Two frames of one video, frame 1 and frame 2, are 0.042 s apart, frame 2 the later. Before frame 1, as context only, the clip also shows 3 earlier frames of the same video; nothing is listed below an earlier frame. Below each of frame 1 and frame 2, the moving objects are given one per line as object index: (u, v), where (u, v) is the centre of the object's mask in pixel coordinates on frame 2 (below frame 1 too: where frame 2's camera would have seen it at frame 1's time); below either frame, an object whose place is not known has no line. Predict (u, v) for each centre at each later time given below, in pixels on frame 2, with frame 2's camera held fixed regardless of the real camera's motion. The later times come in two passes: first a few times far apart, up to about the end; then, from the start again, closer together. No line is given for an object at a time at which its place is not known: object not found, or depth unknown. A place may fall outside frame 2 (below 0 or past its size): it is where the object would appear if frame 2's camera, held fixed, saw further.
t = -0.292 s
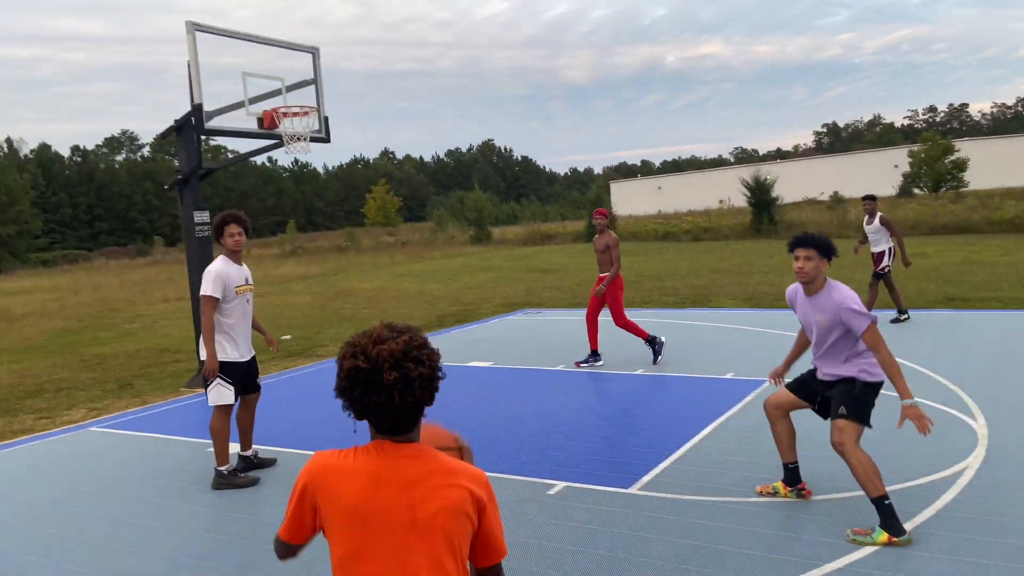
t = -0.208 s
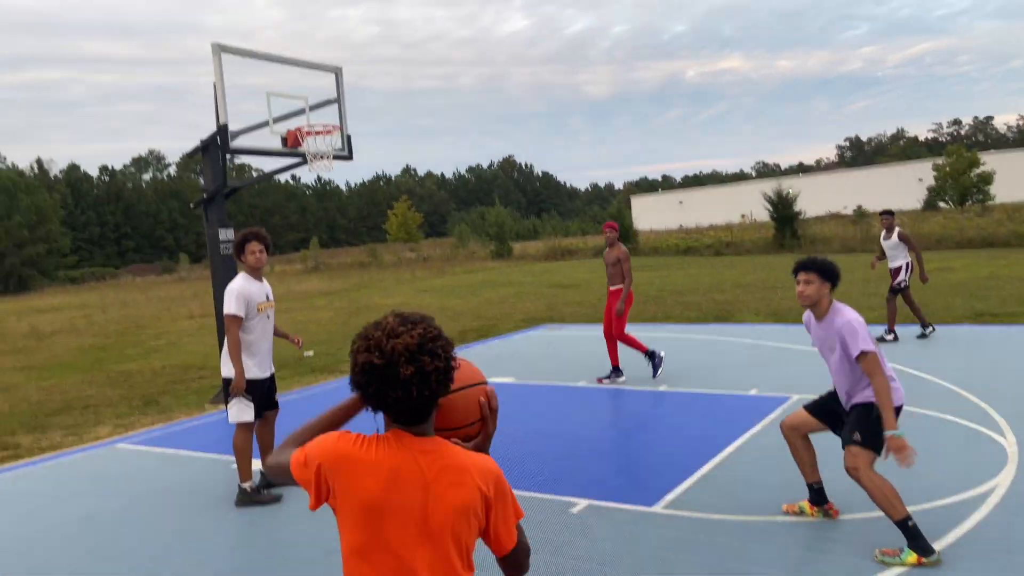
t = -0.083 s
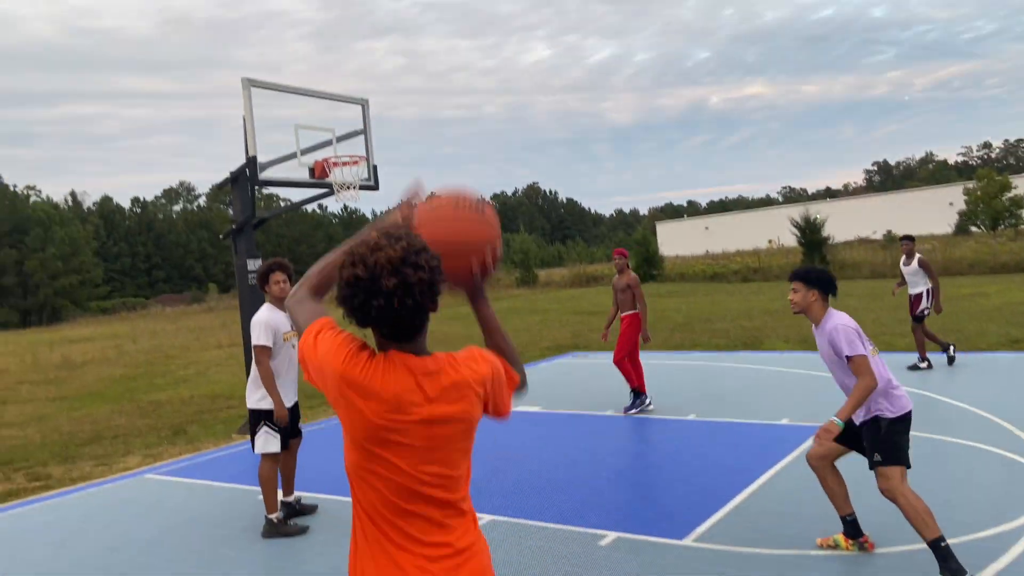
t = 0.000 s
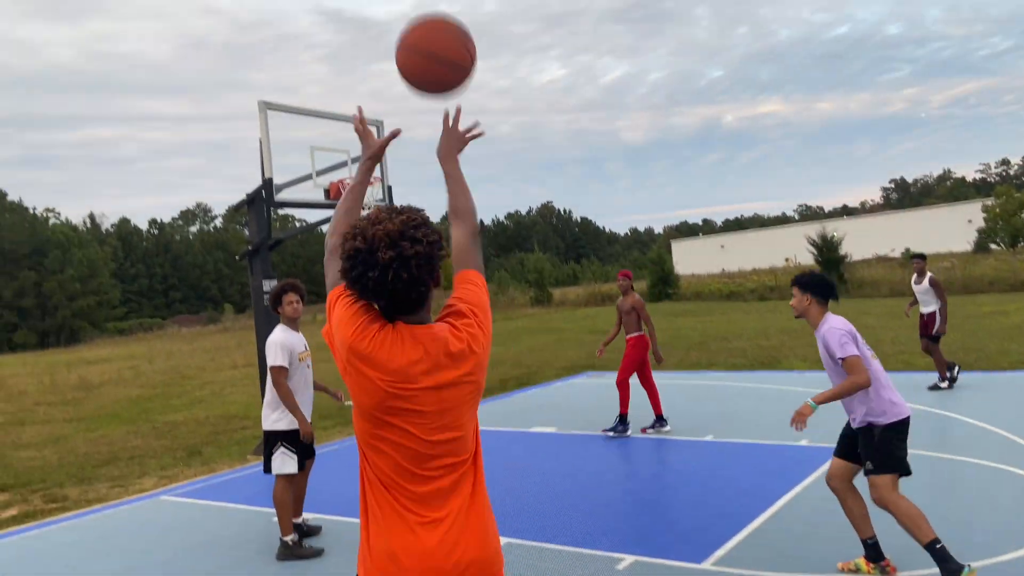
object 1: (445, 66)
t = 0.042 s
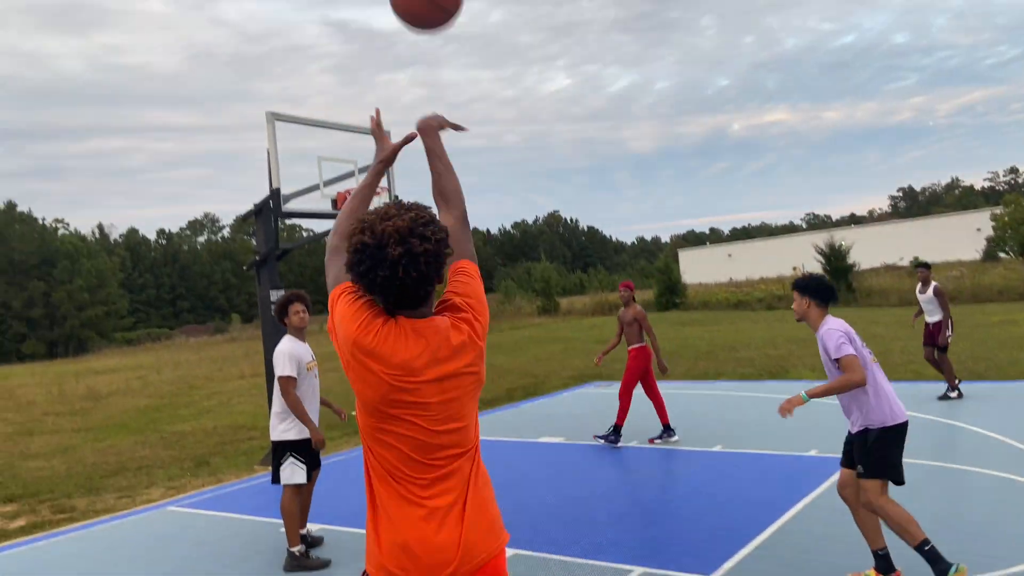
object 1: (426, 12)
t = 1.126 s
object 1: (328, 18)
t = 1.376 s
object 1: (335, 168)
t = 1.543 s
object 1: (333, 270)
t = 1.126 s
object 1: (328, 18)
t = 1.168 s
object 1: (329, 41)
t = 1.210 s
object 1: (330, 66)
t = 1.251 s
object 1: (331, 91)
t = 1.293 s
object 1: (333, 116)
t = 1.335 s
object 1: (334, 142)
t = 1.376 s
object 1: (335, 168)
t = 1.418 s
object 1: (337, 194)
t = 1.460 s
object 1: (336, 219)
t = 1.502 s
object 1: (334, 244)
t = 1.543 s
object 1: (333, 270)
